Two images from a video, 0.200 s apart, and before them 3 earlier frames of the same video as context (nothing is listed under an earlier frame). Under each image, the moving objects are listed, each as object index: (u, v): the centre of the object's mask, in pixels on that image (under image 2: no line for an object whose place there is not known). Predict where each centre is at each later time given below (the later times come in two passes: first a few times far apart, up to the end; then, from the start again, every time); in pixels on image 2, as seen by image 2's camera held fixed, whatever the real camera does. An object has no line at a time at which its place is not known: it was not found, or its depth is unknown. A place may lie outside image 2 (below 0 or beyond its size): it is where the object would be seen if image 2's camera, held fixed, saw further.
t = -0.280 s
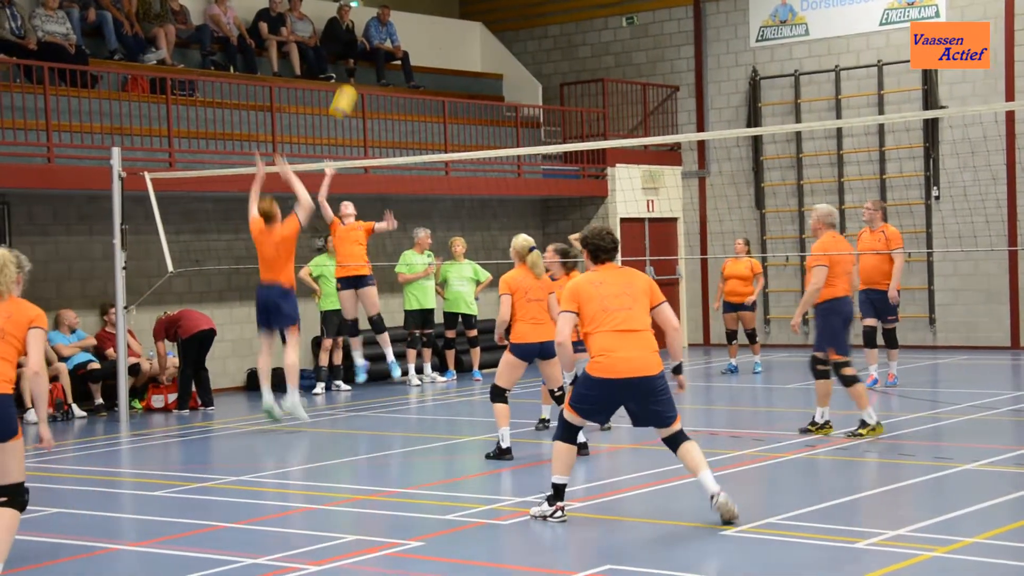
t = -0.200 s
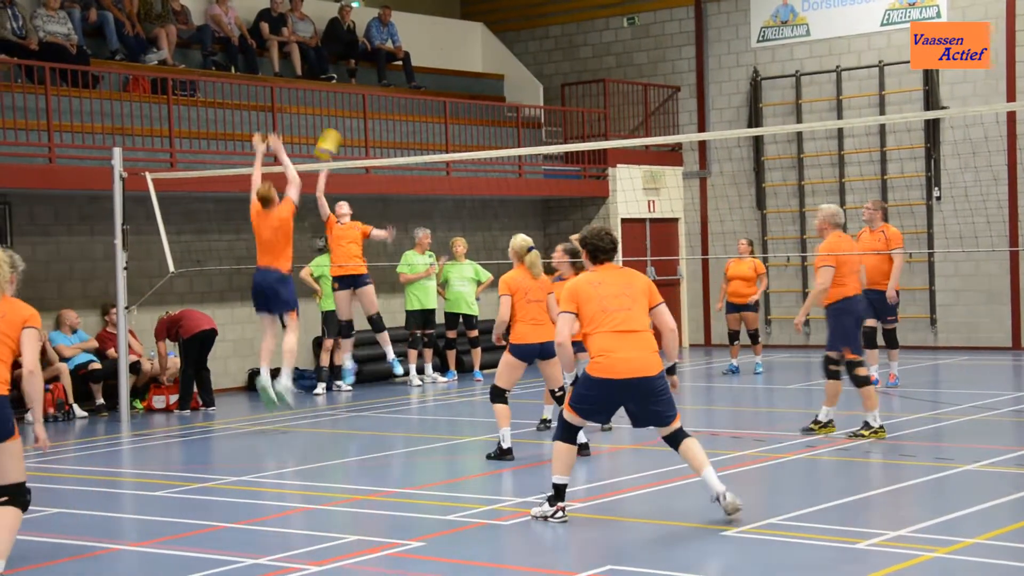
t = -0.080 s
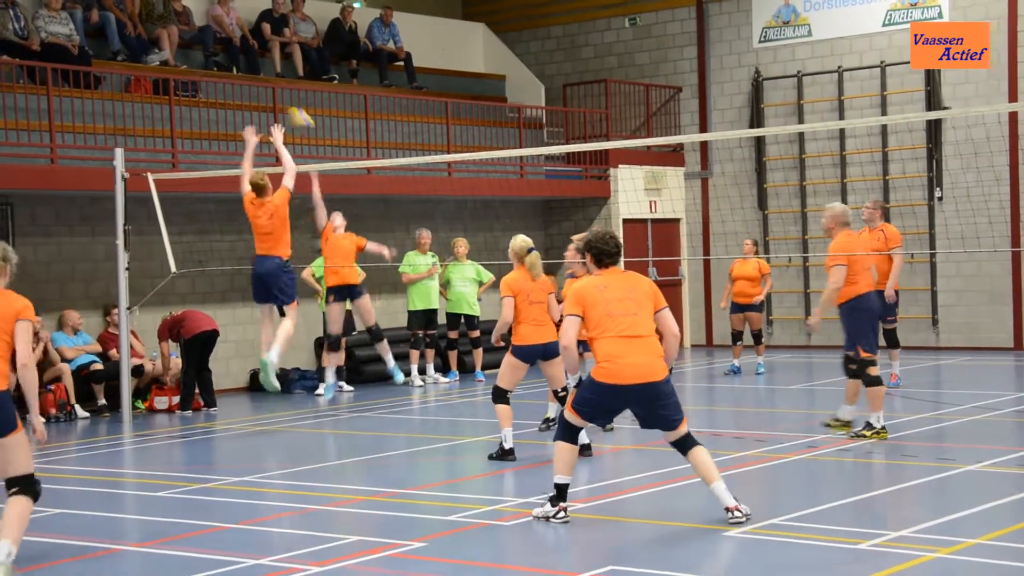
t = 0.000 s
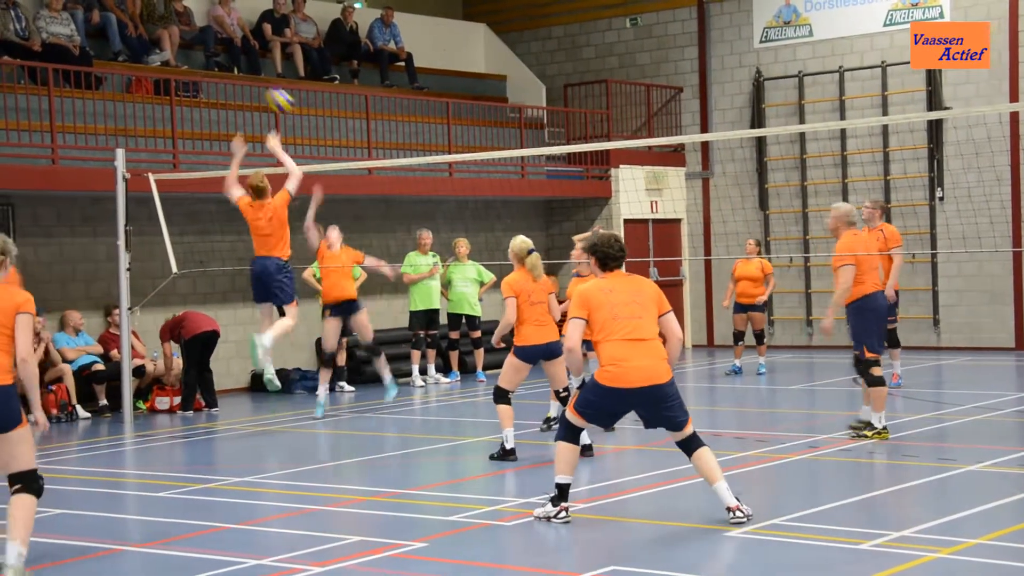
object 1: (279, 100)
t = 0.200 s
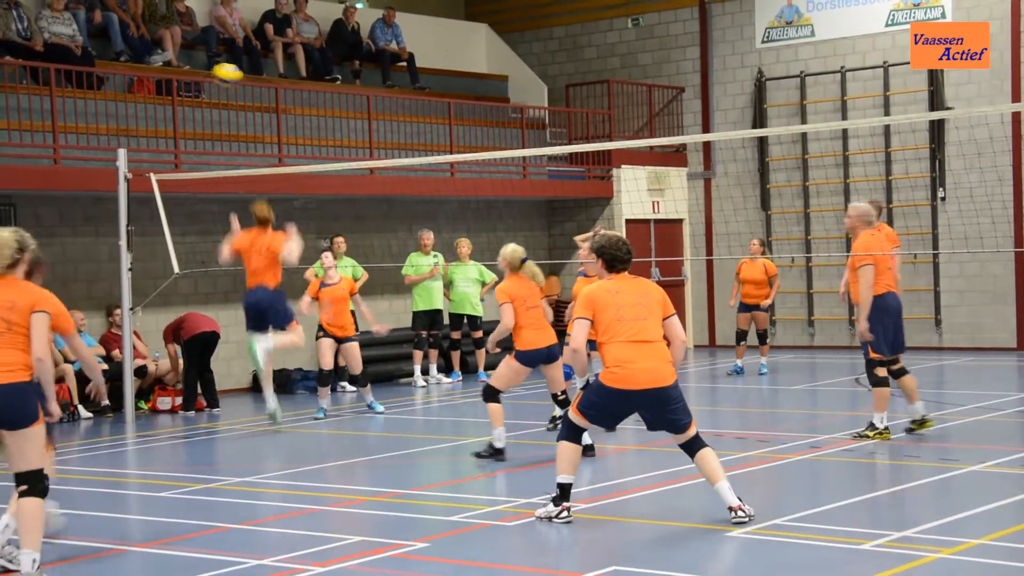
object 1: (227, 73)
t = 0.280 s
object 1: (205, 74)
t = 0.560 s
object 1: (126, 135)
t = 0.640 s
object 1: (103, 169)
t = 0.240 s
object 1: (217, 74)
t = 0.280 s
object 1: (205, 74)
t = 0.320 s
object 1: (193, 78)
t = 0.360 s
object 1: (184, 82)
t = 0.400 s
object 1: (172, 89)
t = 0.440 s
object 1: (160, 98)
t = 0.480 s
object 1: (148, 109)
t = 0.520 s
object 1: (136, 122)
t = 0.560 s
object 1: (126, 135)
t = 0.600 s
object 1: (115, 150)
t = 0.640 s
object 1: (103, 169)
